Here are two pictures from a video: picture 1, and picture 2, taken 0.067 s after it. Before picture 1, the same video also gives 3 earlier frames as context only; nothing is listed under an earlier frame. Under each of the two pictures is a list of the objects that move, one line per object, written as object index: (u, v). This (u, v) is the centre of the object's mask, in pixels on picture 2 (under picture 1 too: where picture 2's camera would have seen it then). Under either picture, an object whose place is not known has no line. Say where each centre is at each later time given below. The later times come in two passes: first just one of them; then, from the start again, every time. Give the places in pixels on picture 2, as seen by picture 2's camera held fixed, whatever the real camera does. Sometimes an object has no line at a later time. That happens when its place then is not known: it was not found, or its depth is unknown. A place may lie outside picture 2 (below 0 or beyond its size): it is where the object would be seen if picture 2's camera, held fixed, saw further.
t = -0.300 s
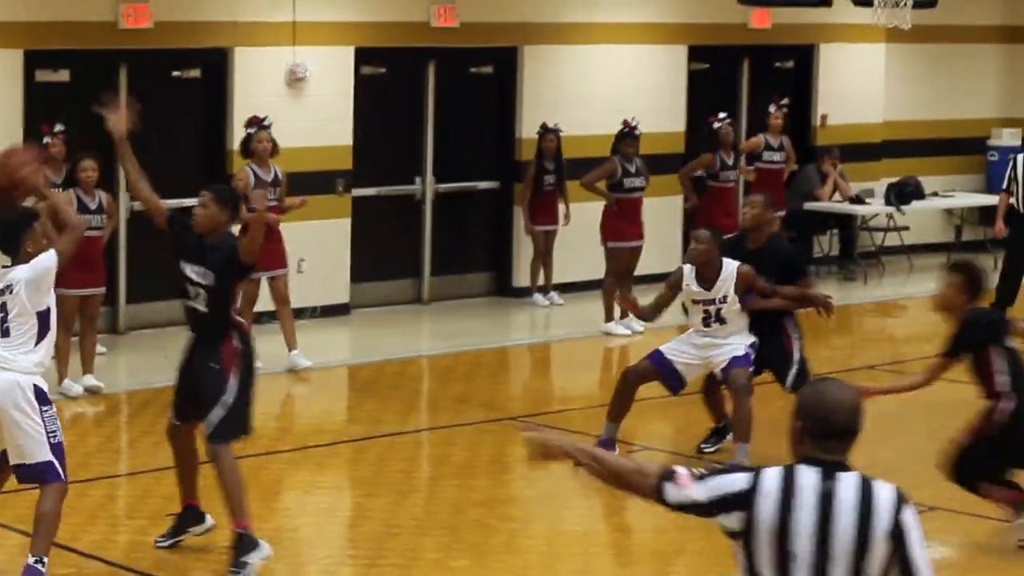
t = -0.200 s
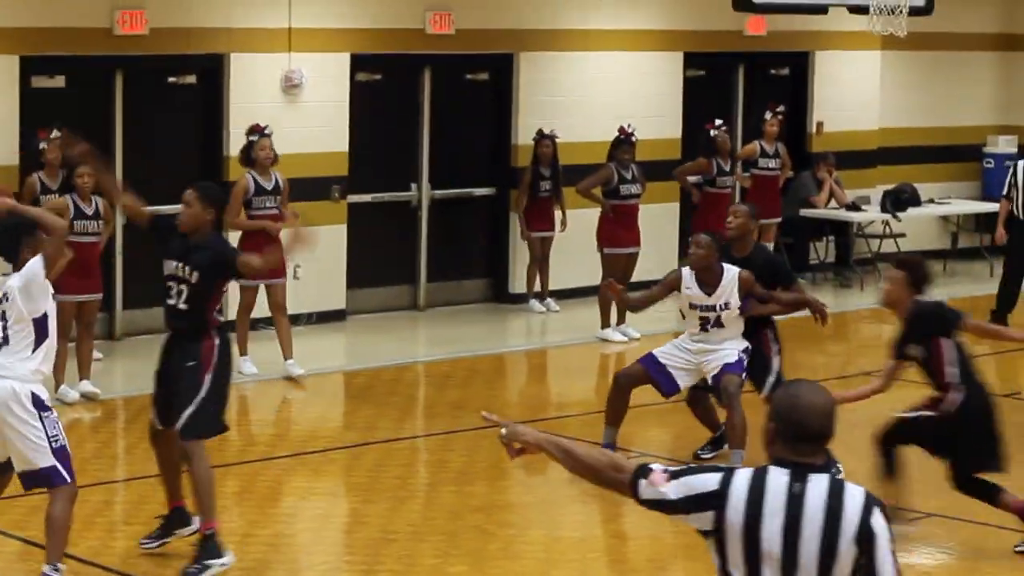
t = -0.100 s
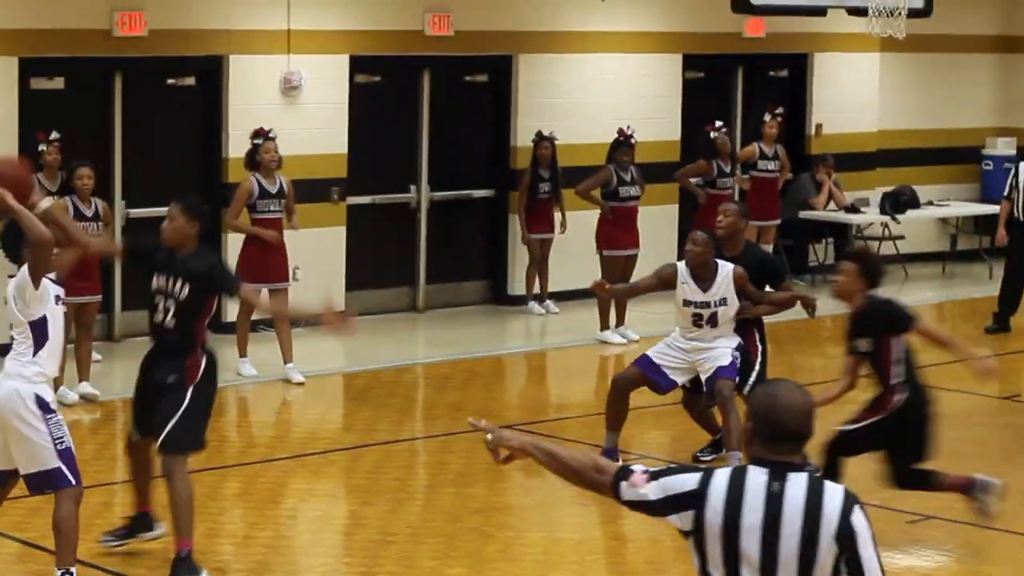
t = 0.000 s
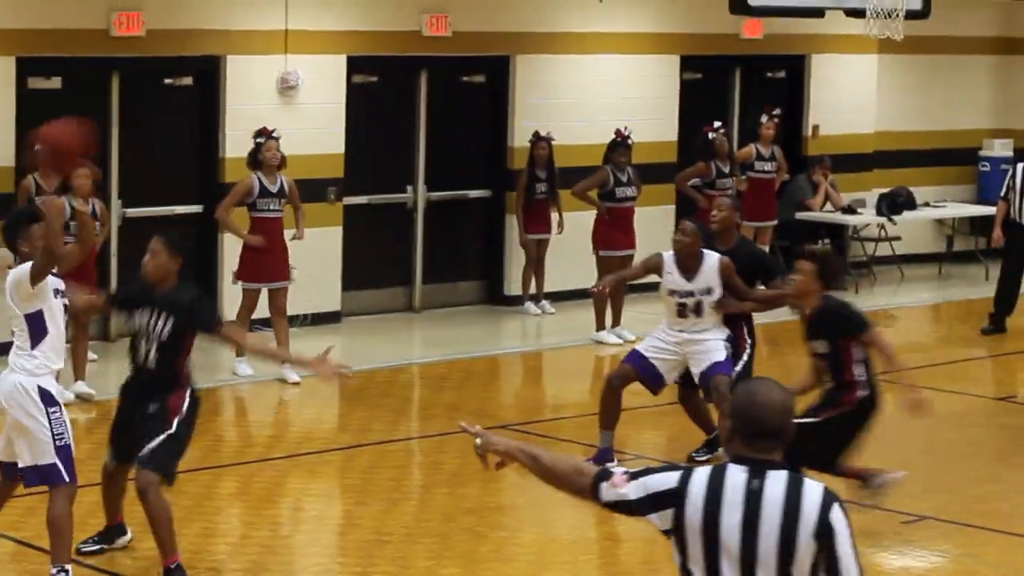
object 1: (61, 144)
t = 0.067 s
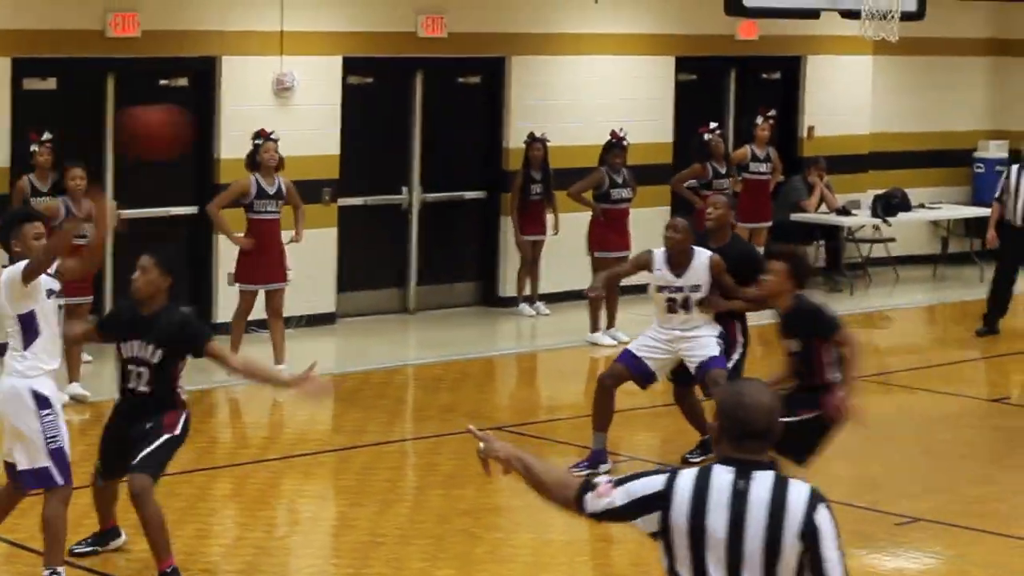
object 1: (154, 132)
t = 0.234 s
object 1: (431, 143)
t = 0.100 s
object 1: (196, 127)
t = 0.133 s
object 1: (261, 128)
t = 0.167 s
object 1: (325, 128)
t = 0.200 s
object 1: (374, 136)
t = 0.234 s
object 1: (431, 143)
